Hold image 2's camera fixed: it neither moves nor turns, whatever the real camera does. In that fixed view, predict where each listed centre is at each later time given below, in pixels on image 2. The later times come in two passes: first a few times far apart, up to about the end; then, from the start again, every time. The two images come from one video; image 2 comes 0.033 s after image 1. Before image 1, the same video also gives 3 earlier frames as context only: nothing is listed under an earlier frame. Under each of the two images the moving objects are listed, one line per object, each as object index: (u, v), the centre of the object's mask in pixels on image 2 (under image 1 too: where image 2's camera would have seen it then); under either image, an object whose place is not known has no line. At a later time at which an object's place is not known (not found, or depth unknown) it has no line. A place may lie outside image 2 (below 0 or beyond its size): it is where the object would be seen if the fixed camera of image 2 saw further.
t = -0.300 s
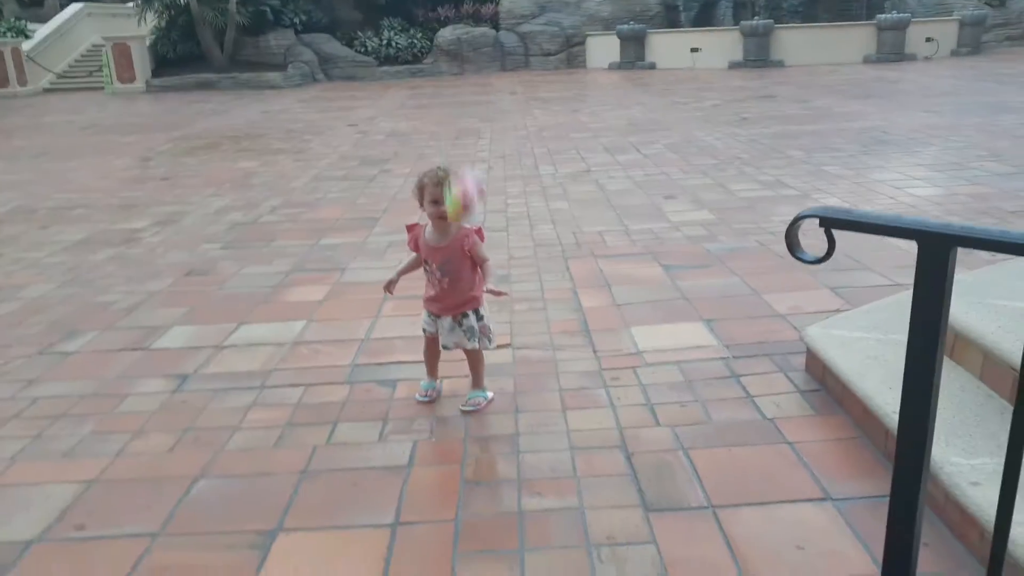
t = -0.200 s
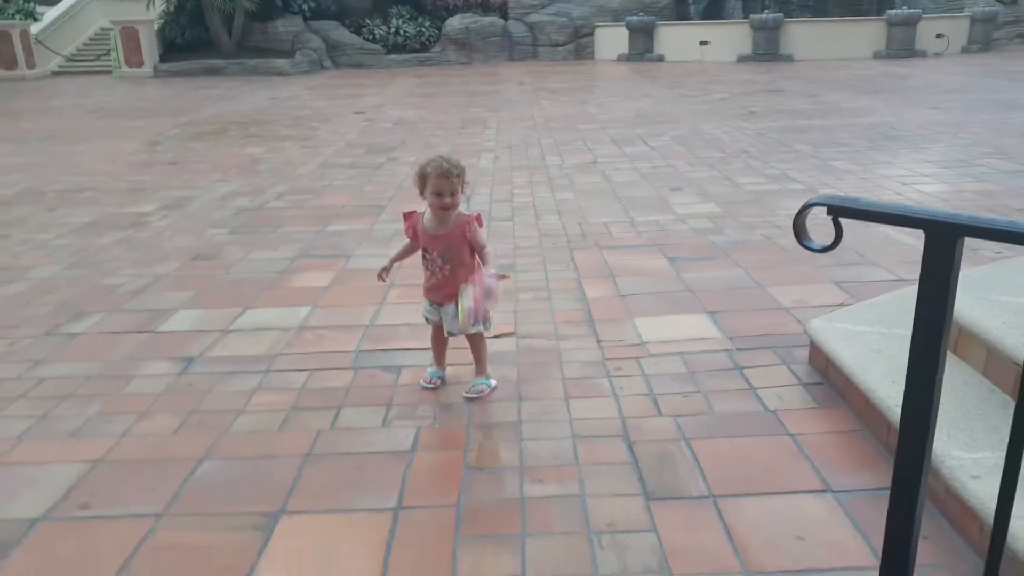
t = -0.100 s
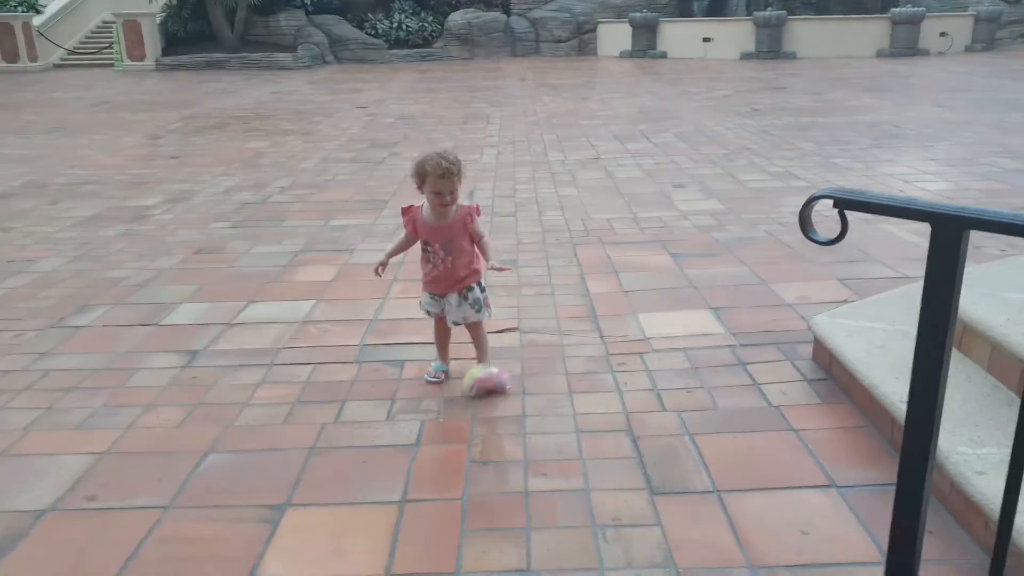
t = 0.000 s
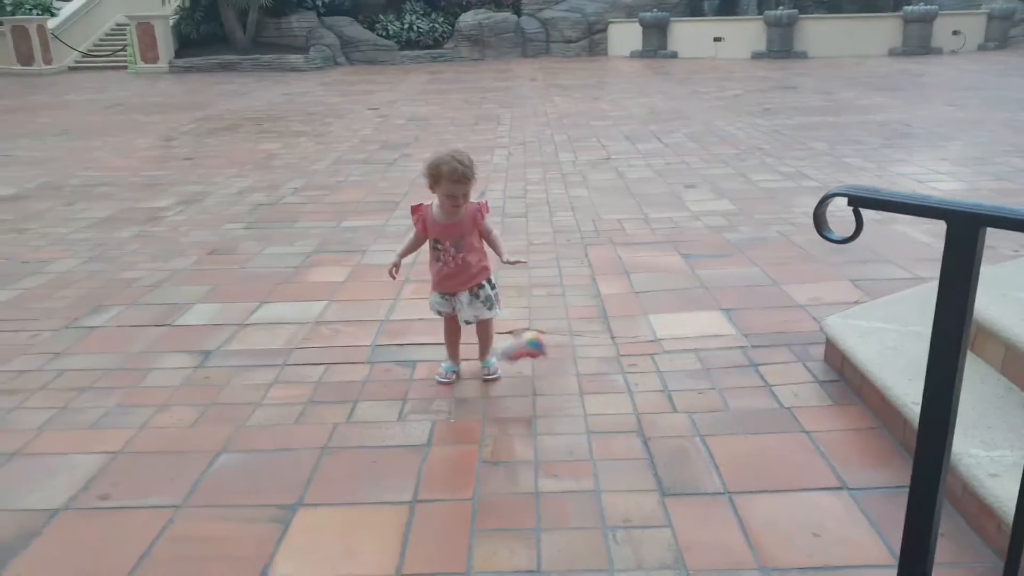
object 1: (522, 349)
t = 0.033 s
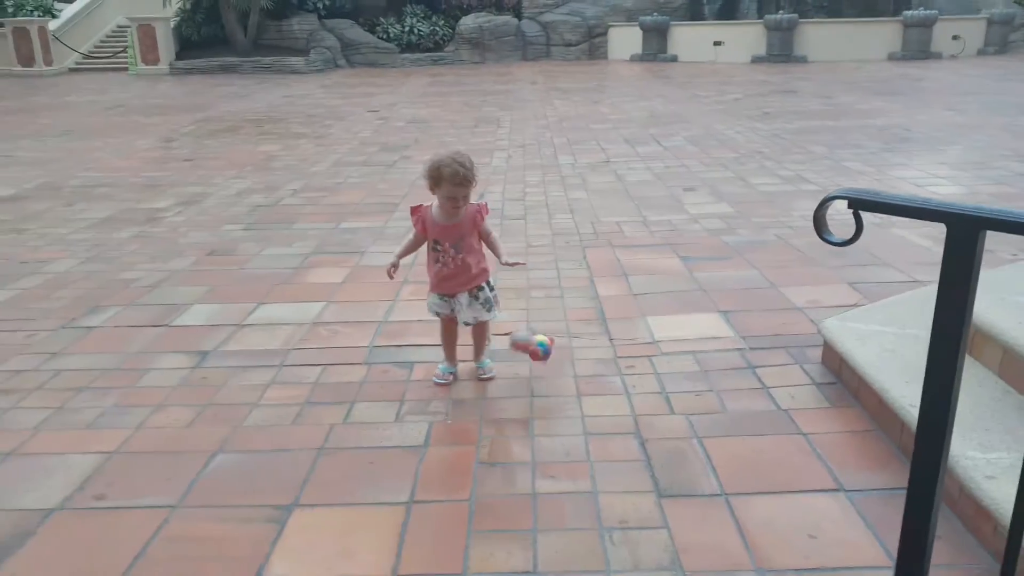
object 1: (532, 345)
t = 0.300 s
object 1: (585, 351)
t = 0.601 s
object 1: (617, 360)
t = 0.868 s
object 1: (617, 360)
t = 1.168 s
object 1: (617, 360)
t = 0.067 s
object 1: (538, 346)
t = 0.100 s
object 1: (545, 345)
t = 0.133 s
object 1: (552, 349)
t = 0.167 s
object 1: (559, 355)
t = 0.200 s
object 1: (565, 361)
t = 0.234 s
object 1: (574, 355)
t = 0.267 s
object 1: (580, 351)
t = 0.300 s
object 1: (585, 351)
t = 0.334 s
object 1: (592, 351)
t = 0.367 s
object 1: (599, 356)
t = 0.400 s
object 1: (604, 362)
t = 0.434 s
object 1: (608, 360)
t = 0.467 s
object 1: (612, 358)
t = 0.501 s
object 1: (615, 359)
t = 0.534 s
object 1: (617, 361)
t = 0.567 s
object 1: (618, 360)
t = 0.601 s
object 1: (617, 360)
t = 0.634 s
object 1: (617, 361)
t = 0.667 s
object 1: (617, 361)
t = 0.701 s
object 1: (617, 360)
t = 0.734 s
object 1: (617, 360)
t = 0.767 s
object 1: (616, 360)
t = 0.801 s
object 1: (617, 360)
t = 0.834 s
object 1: (617, 360)
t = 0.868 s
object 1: (617, 360)
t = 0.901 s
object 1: (617, 360)
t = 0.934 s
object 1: (617, 360)
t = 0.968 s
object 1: (617, 360)
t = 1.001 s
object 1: (617, 360)
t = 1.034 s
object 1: (617, 360)
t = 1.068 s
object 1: (617, 360)
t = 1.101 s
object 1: (617, 360)
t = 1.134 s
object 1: (617, 360)
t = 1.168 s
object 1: (617, 360)
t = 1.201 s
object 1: (617, 360)
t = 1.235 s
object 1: (617, 360)
